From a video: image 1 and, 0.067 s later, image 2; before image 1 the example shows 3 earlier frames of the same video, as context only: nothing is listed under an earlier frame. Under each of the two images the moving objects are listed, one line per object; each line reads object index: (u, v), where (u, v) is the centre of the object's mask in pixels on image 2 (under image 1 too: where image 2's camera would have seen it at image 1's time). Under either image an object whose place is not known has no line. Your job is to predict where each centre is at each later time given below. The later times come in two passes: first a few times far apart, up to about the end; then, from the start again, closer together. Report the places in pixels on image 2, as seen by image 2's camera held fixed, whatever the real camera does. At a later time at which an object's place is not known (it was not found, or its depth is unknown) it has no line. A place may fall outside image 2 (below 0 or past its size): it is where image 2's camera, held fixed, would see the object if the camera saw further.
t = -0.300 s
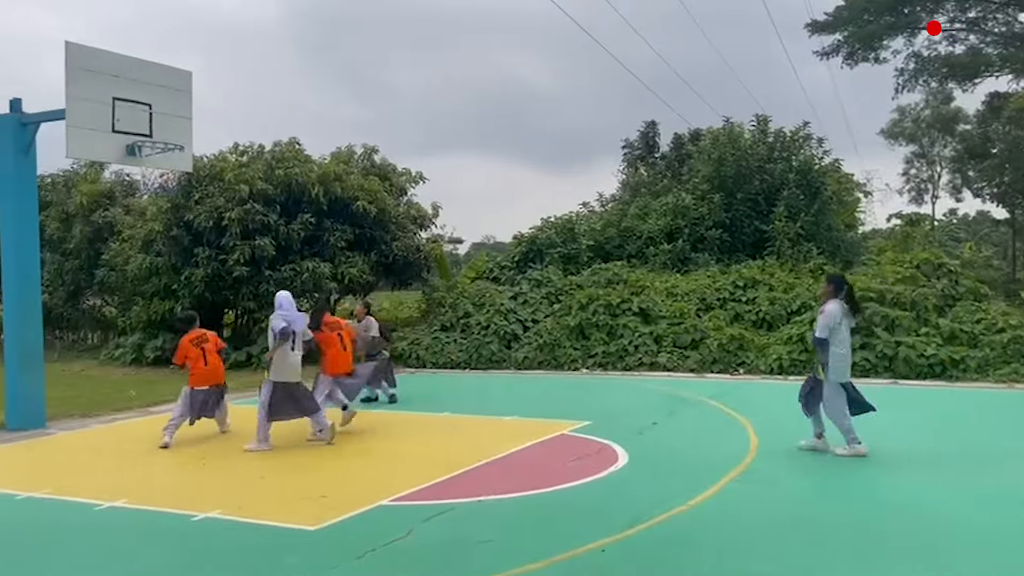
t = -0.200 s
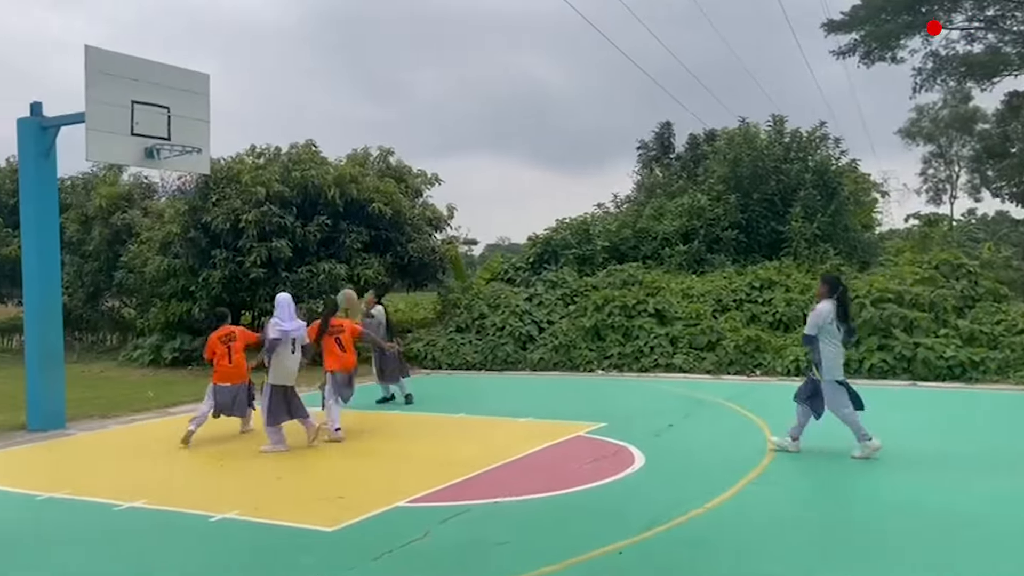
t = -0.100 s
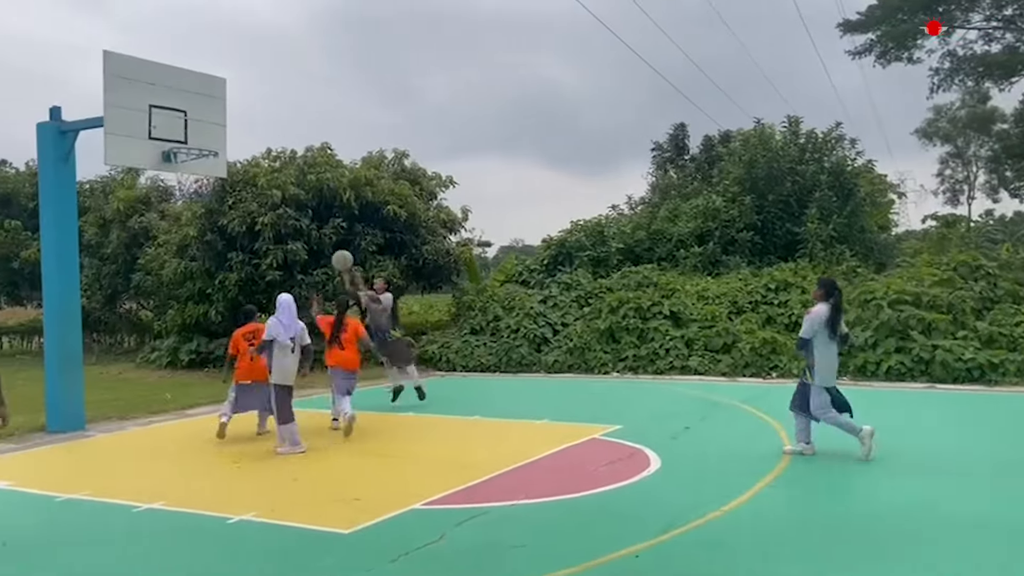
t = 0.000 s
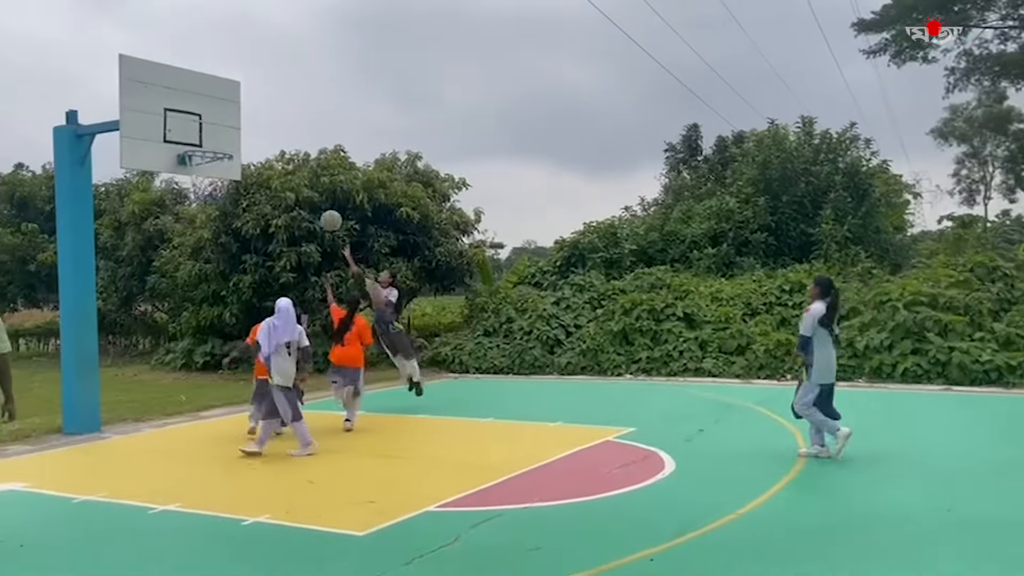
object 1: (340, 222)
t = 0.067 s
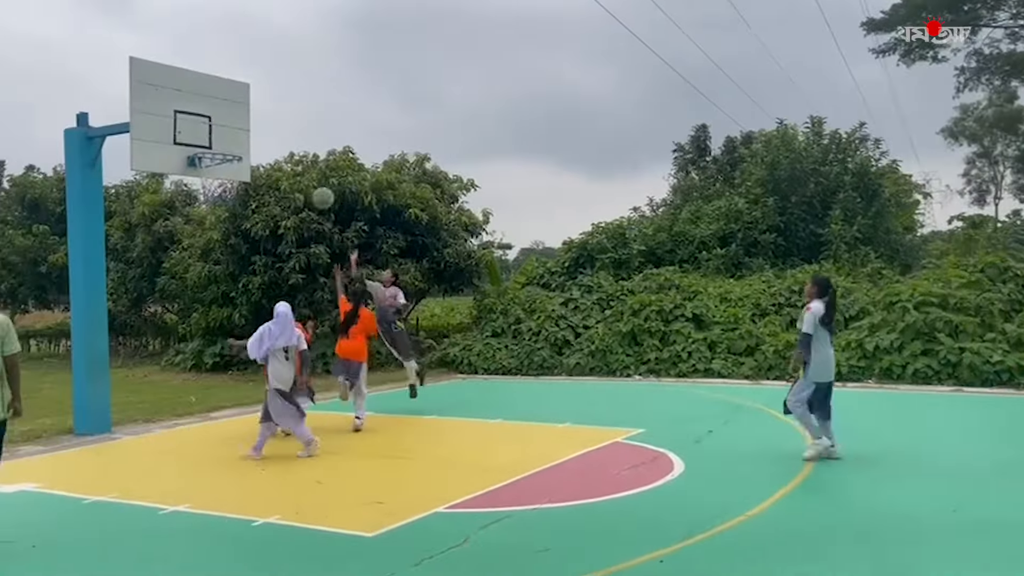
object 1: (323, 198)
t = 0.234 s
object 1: (280, 153)
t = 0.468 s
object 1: (213, 127)
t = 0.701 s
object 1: (182, 146)
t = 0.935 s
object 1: (148, 224)
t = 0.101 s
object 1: (314, 187)
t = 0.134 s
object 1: (306, 178)
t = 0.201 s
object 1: (289, 159)
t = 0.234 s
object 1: (280, 153)
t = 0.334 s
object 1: (252, 135)
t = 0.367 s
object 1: (242, 132)
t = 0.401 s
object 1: (232, 130)
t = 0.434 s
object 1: (223, 127)
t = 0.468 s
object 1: (213, 127)
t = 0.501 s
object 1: (209, 126)
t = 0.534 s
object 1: (205, 126)
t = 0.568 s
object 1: (201, 127)
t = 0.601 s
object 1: (196, 130)
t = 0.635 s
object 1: (191, 135)
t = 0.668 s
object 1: (187, 140)
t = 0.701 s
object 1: (182, 146)
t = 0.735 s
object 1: (177, 153)
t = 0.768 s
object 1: (173, 161)
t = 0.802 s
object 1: (169, 171)
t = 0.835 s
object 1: (165, 184)
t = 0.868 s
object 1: (158, 194)
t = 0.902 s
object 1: (153, 209)
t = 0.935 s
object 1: (148, 224)
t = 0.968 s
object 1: (142, 240)
